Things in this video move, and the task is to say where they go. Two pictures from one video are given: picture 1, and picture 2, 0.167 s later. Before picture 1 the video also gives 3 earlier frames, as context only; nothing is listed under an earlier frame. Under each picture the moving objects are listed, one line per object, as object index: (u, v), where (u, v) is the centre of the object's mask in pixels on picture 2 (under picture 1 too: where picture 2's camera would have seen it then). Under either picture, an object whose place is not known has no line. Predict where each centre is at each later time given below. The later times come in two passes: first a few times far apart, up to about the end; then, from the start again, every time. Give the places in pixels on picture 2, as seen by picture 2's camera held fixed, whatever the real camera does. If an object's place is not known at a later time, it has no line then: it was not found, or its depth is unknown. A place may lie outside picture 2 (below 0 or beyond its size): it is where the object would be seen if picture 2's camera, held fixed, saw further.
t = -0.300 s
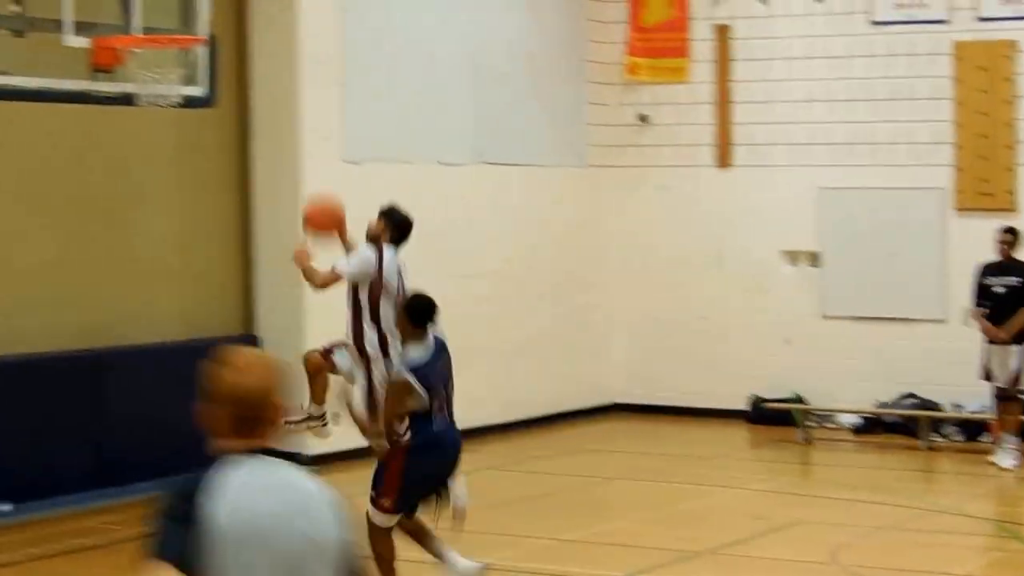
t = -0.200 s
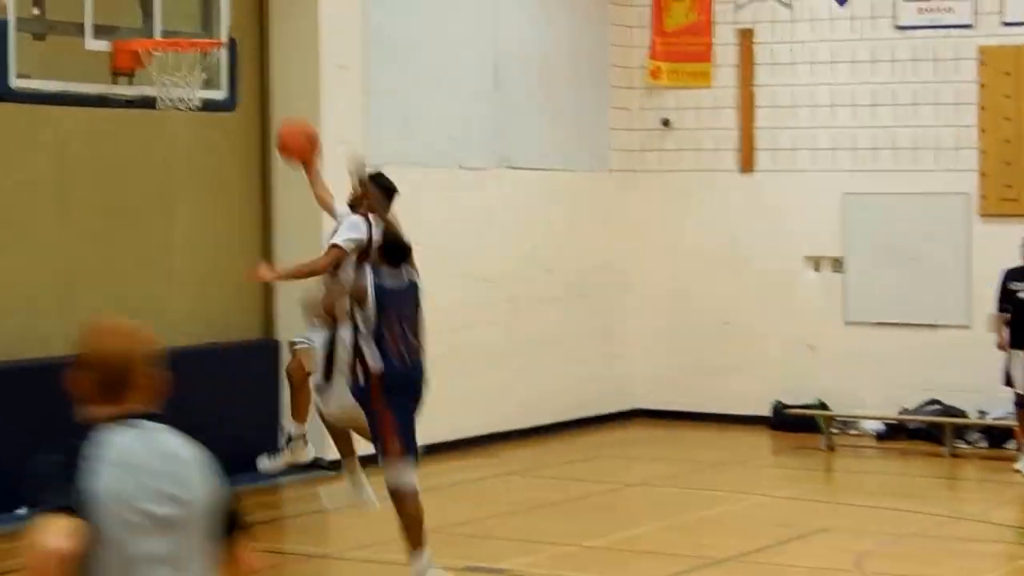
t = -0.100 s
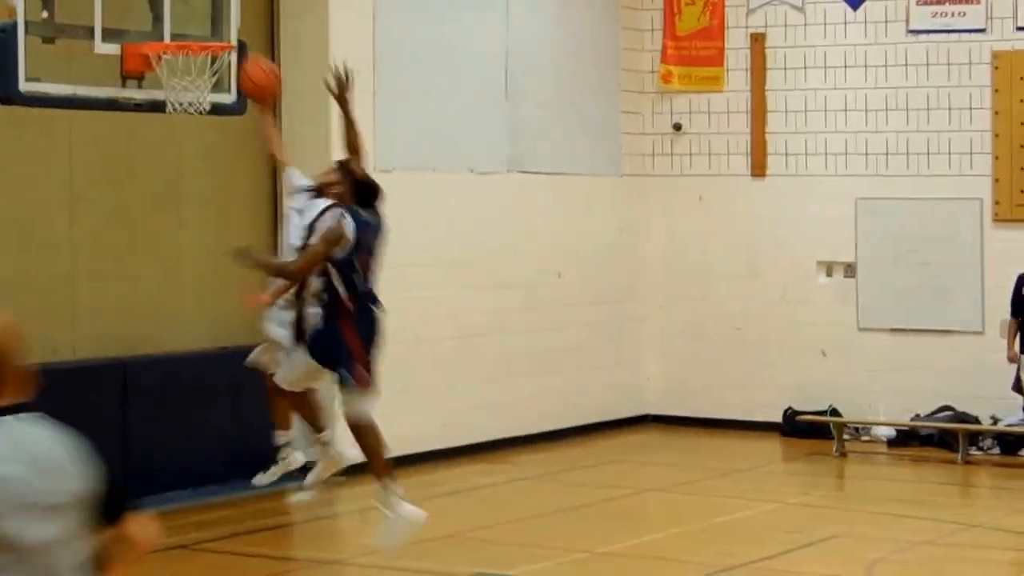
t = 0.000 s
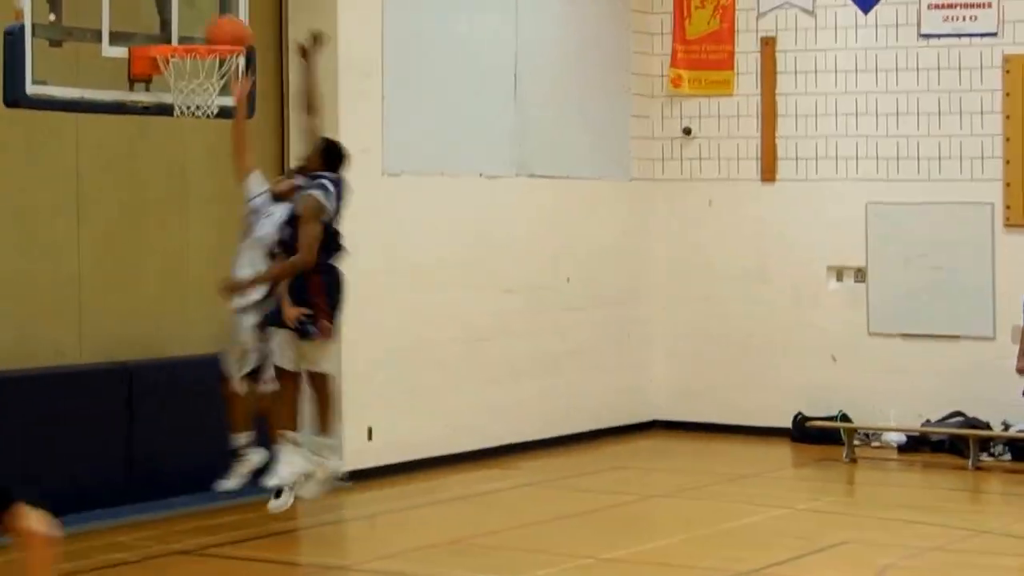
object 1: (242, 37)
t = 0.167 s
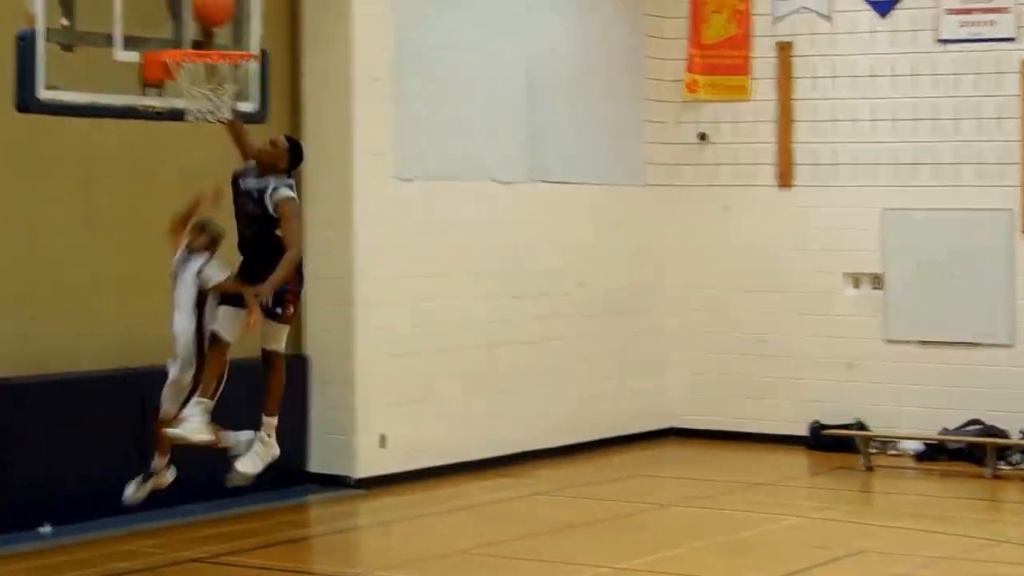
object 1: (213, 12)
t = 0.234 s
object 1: (218, 12)
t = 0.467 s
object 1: (216, 34)
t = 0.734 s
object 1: (227, 79)
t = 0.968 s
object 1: (217, 98)
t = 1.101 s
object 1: (197, 135)
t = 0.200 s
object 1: (215, 11)
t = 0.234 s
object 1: (218, 12)
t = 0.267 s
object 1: (221, 13)
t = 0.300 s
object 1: (225, 16)
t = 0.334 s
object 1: (228, 21)
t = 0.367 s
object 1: (232, 30)
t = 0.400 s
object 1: (229, 34)
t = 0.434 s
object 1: (223, 34)
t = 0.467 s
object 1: (216, 34)
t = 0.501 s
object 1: (208, 34)
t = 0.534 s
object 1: (198, 37)
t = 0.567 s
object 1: (191, 48)
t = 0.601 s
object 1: (196, 53)
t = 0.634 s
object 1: (204, 58)
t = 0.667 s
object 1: (212, 64)
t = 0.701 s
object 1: (218, 72)
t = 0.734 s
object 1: (227, 79)
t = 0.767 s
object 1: (232, 83)
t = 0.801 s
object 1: (233, 82)
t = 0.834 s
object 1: (232, 82)
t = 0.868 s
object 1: (230, 83)
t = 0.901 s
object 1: (227, 86)
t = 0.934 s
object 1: (222, 92)
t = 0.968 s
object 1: (217, 98)
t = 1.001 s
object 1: (213, 103)
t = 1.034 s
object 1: (208, 111)
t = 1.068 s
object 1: (202, 123)
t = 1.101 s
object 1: (197, 135)
